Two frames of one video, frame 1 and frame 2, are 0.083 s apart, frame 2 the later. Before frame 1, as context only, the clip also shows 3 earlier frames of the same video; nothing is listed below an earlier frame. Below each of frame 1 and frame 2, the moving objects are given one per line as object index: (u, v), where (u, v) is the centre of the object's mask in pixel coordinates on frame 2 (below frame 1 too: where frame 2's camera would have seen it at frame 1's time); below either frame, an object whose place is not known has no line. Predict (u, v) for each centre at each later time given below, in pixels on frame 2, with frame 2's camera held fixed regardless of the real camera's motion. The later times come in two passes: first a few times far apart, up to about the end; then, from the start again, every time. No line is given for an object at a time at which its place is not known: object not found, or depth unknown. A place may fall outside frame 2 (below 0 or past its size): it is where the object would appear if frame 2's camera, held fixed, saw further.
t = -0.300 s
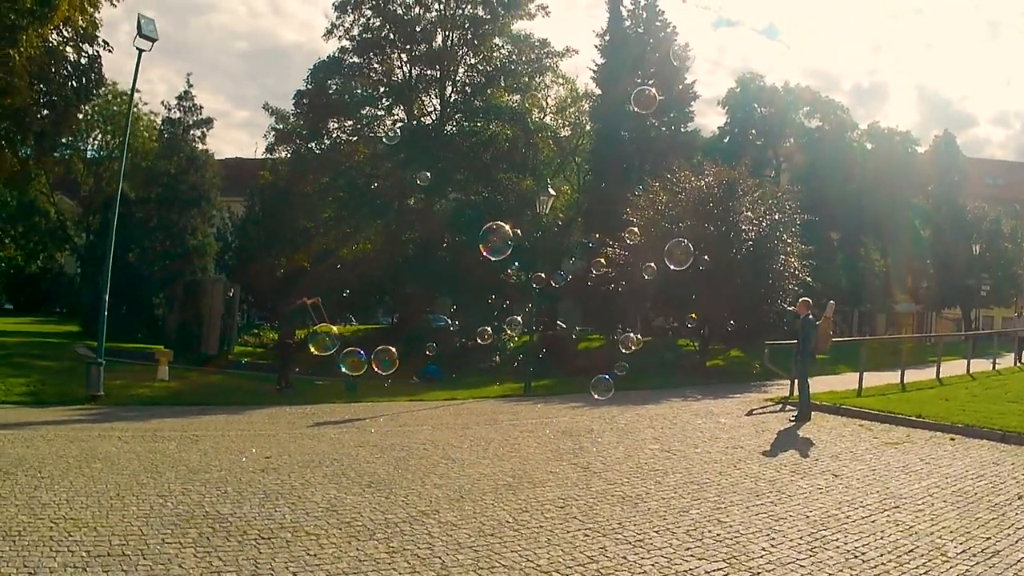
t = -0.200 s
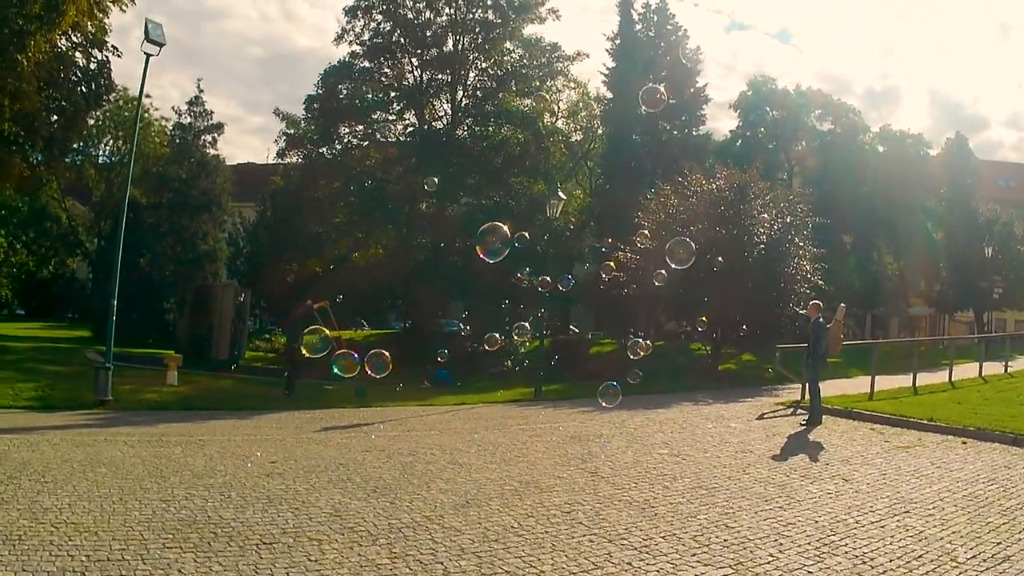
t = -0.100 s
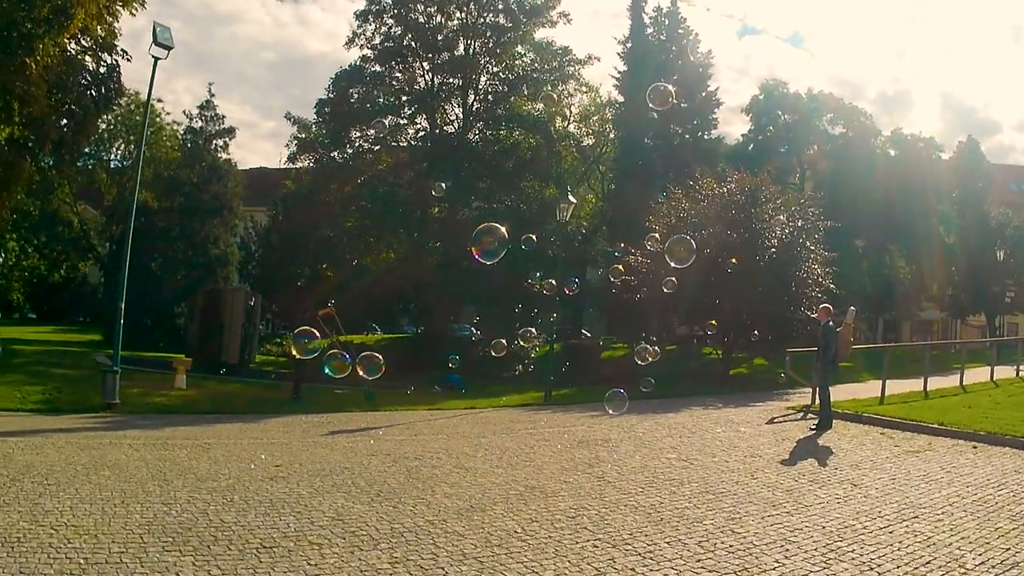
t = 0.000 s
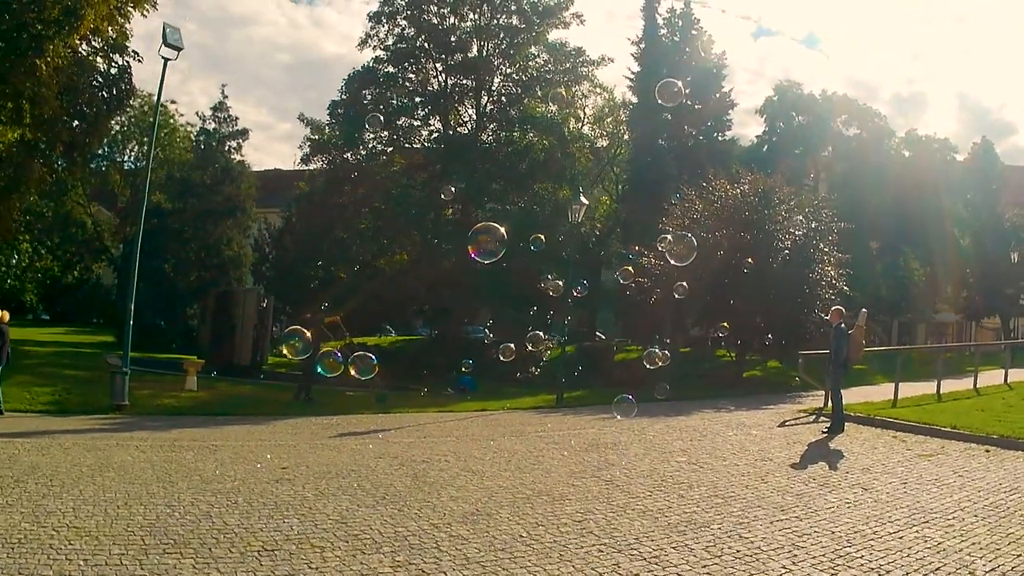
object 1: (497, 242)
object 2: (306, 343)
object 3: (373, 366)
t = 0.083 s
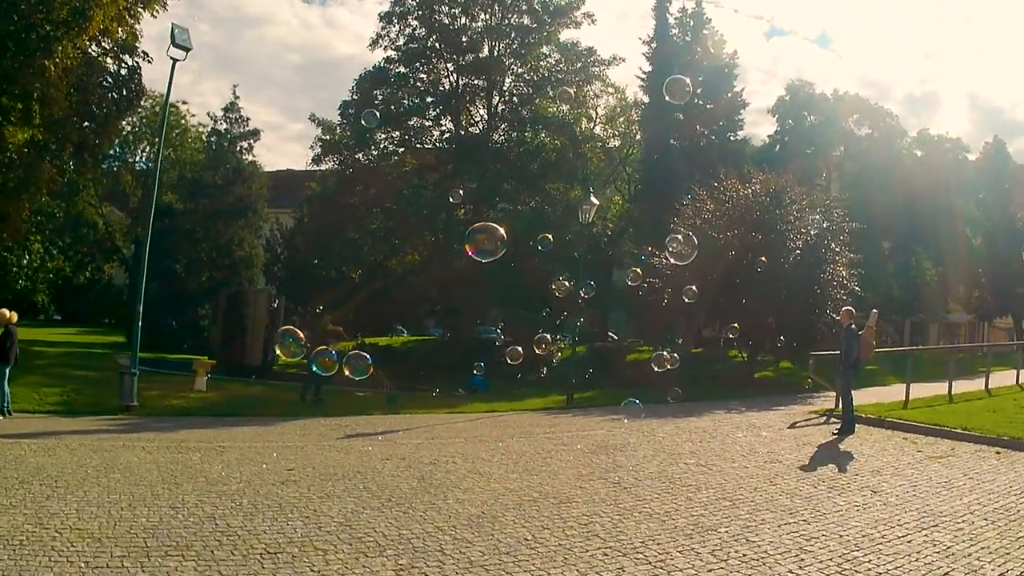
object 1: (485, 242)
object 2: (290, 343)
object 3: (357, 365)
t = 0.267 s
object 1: (460, 239)
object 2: (254, 344)
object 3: (325, 362)
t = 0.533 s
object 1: (426, 230)
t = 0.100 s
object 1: (483, 241)
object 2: (287, 343)
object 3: (354, 365)
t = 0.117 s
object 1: (481, 241)
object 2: (282, 343)
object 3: (351, 365)
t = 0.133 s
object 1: (479, 241)
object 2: (280, 343)
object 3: (348, 364)
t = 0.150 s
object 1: (476, 241)
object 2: (277, 344)
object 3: (346, 364)
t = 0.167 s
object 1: (474, 241)
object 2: (273, 344)
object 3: (343, 364)
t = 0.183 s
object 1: (472, 240)
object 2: (270, 344)
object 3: (340, 364)
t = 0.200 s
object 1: (469, 240)
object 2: (267, 344)
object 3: (337, 363)
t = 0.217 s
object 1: (467, 240)
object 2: (263, 344)
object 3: (334, 363)
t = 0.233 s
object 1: (465, 240)
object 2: (260, 344)
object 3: (331, 363)
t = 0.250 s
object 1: (463, 239)
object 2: (257, 344)
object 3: (328, 362)
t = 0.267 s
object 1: (460, 239)
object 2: (254, 344)
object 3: (325, 362)
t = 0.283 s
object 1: (458, 239)
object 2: (251, 344)
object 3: (322, 361)
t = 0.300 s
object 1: (456, 238)
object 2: (247, 344)
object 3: (319, 361)
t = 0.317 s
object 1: (454, 238)
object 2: (245, 344)
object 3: (316, 360)
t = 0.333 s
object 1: (452, 237)
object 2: (241, 344)
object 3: (313, 360)
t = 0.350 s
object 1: (450, 237)
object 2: (238, 345)
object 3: (310, 359)
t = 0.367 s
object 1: (447, 236)
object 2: (235, 345)
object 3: (307, 358)
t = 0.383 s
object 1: (445, 236)
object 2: (232, 345)
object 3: (304, 358)
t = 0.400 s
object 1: (443, 235)
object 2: (229, 345)
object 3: (301, 357)
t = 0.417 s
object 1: (441, 234)
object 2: (226, 345)
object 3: (298, 357)
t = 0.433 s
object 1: (439, 234)
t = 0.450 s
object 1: (437, 233)
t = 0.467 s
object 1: (435, 233)
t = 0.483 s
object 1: (432, 232)
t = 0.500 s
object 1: (430, 231)
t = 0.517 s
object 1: (428, 231)
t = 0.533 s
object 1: (426, 230)
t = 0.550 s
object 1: (424, 230)
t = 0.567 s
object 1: (422, 229)
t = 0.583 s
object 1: (420, 229)
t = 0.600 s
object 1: (418, 228)
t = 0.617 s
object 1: (416, 228)
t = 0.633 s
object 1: (414, 228)
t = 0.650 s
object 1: (412, 227)
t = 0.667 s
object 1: (410, 227)
